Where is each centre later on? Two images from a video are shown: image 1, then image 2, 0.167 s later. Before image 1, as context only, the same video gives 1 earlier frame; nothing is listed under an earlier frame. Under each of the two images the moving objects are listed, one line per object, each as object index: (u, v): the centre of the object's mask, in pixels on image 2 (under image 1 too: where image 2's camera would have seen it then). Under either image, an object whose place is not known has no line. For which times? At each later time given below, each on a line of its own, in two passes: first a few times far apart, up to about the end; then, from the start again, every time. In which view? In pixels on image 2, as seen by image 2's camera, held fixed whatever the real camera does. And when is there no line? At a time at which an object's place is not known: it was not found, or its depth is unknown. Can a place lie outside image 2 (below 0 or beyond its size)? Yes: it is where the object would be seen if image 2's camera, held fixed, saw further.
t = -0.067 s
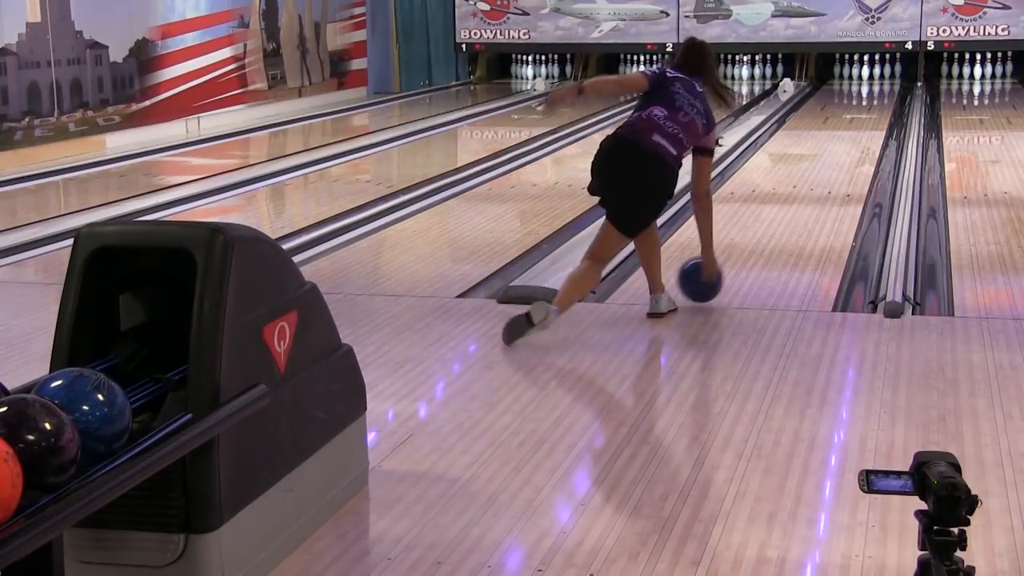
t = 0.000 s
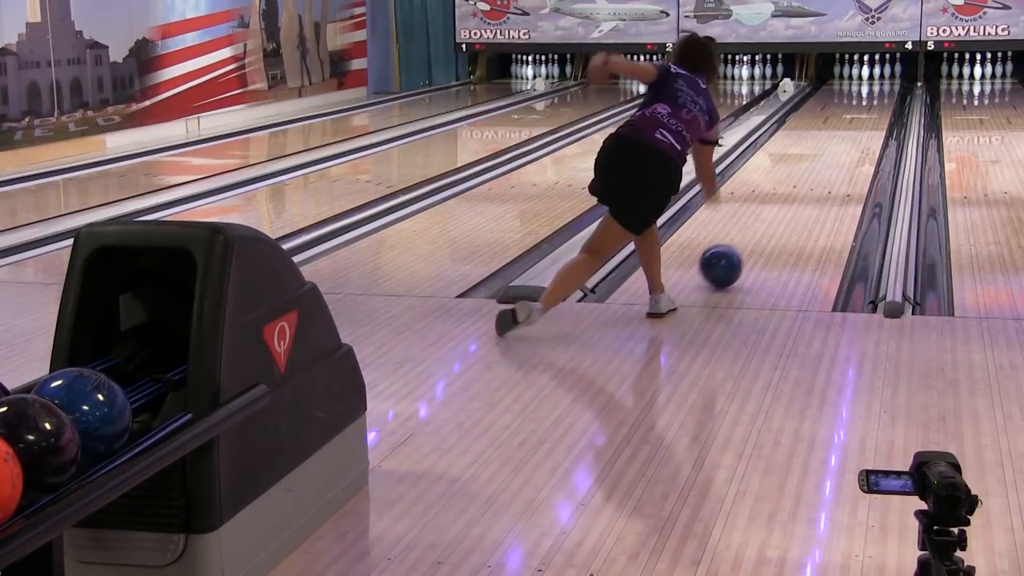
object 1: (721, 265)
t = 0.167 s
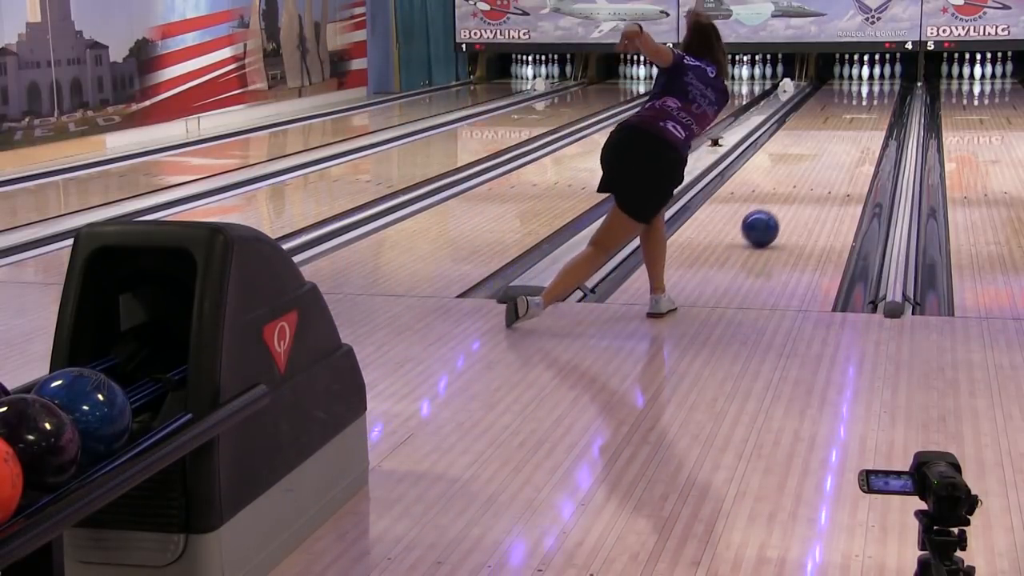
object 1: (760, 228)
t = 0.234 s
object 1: (773, 215)
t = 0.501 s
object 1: (813, 175)
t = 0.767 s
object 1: (840, 147)
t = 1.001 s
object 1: (858, 128)
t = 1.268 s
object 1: (874, 112)
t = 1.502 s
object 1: (882, 100)
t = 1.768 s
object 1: (887, 90)
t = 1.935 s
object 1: (886, 84)
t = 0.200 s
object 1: (766, 222)
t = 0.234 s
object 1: (773, 215)
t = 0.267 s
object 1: (779, 209)
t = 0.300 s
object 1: (784, 204)
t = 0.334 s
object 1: (790, 198)
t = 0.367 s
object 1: (795, 193)
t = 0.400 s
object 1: (800, 188)
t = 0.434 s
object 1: (804, 184)
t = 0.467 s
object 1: (809, 179)
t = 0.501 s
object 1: (813, 175)
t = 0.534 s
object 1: (817, 171)
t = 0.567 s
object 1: (821, 167)
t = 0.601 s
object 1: (824, 164)
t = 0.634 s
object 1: (828, 160)
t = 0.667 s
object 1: (831, 157)
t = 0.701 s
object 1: (834, 153)
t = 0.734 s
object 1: (837, 150)
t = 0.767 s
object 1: (840, 147)
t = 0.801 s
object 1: (843, 144)
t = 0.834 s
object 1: (846, 142)
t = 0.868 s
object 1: (849, 139)
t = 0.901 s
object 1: (851, 136)
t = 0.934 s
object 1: (854, 133)
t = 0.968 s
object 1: (856, 131)
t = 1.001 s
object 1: (858, 128)
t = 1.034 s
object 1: (861, 126)
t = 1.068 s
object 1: (863, 124)
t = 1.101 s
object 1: (865, 122)
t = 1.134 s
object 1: (867, 120)
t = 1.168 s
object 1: (868, 118)
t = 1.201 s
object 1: (870, 116)
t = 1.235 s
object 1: (872, 114)
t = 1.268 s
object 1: (874, 112)
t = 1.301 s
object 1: (875, 110)
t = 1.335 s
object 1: (877, 109)
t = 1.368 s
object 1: (878, 107)
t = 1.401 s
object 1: (879, 104)
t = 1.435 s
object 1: (880, 103)
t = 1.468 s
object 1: (881, 101)
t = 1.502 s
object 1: (882, 100)
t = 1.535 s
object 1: (884, 98)
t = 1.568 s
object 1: (885, 97)
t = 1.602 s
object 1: (885, 96)
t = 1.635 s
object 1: (886, 94)
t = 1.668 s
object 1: (886, 93)
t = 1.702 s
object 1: (886, 92)
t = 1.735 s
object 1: (887, 91)
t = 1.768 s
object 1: (887, 90)
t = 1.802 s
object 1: (887, 89)
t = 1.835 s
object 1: (886, 88)
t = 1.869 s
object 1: (886, 87)
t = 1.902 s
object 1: (886, 85)
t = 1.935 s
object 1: (886, 84)
